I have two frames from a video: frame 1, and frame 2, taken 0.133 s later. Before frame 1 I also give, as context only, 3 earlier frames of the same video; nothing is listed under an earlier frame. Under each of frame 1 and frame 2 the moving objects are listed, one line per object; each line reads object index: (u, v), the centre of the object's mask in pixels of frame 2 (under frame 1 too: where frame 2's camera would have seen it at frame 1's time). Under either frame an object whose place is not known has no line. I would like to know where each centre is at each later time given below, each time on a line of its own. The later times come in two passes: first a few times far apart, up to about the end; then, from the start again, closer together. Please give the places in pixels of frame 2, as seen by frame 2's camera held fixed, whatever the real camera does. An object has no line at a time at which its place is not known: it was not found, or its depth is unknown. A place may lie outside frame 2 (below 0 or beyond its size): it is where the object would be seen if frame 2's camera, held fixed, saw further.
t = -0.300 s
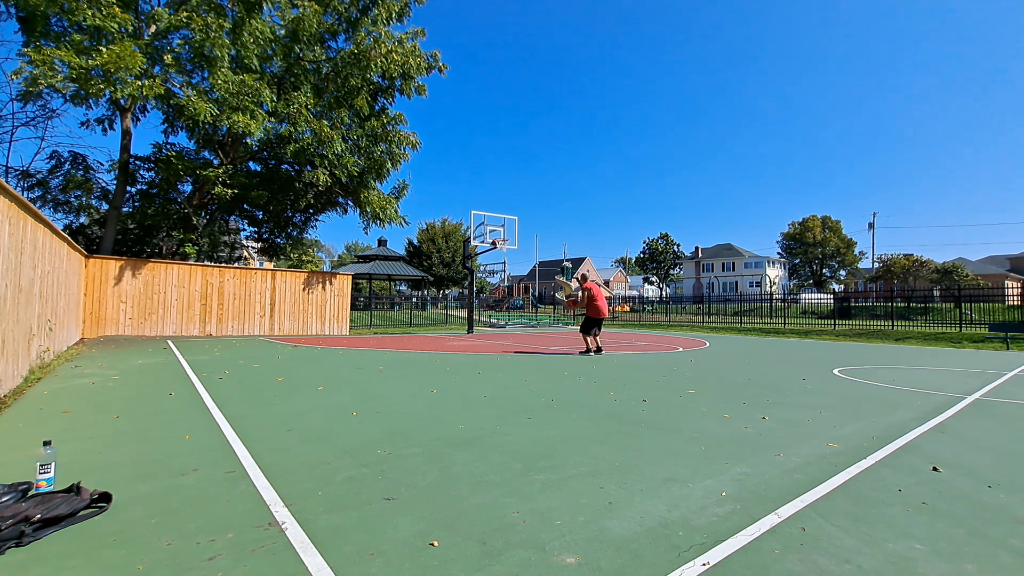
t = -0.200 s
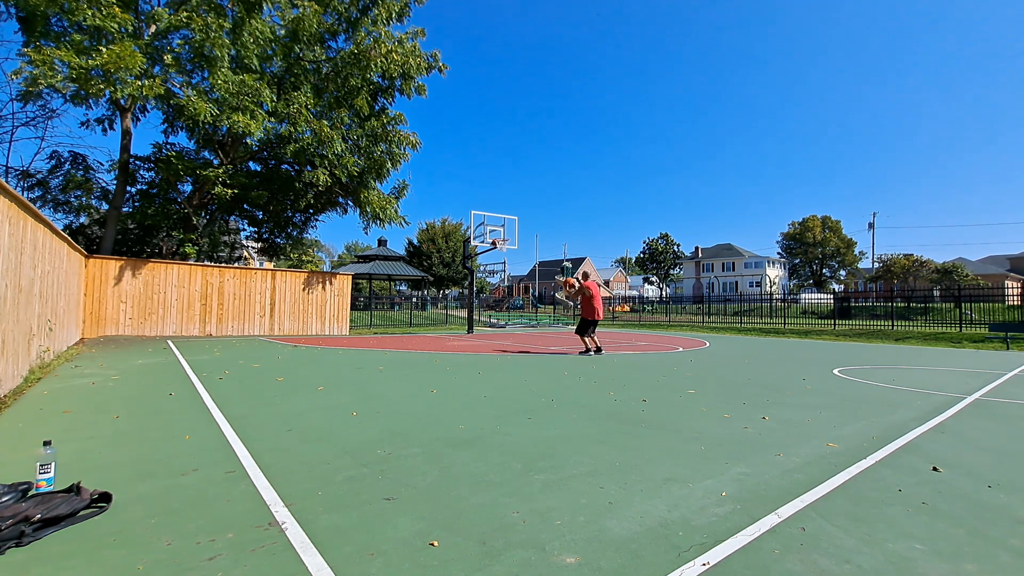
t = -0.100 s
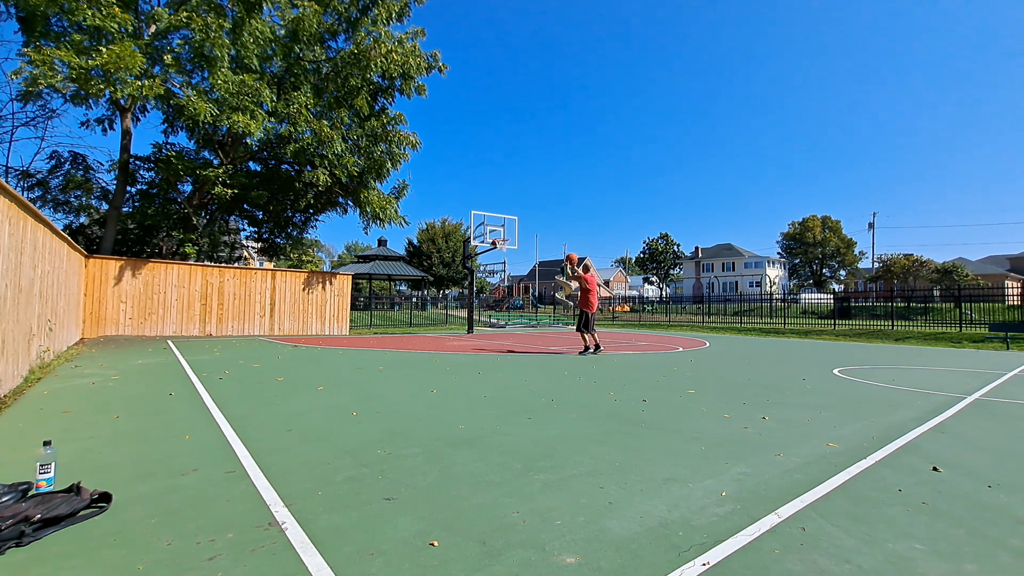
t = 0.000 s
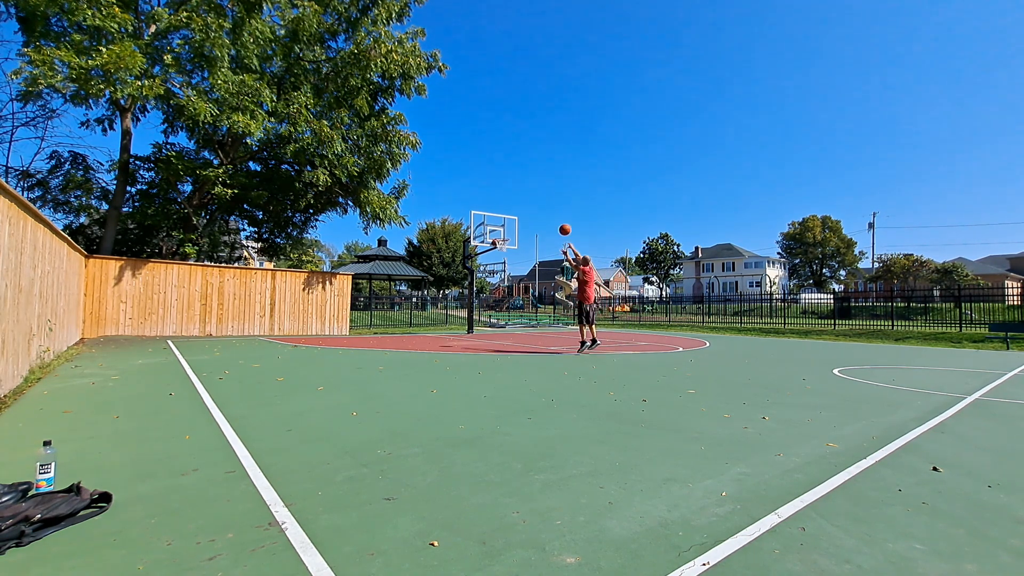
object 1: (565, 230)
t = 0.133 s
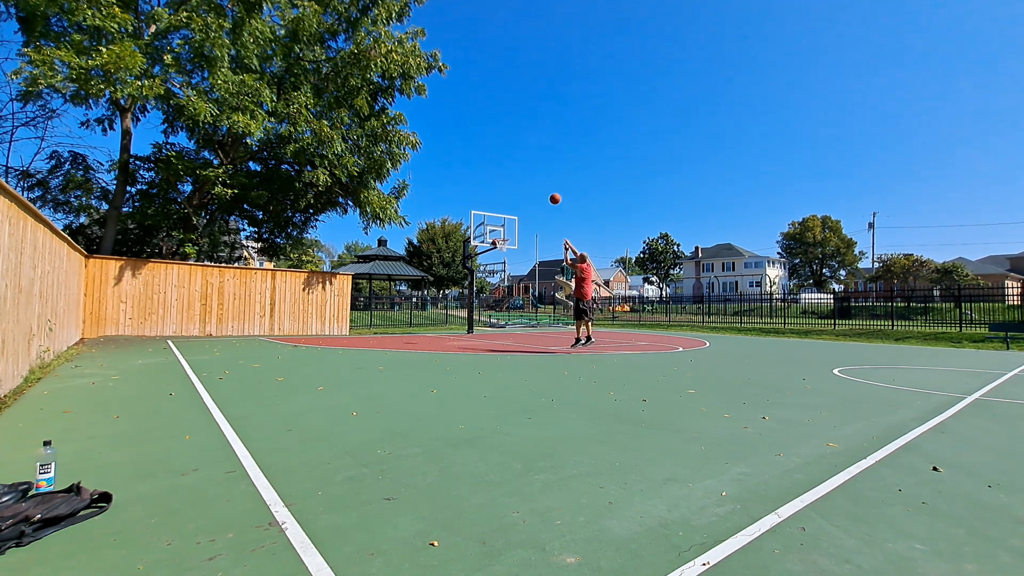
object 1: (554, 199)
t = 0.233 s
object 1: (548, 183)
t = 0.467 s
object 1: (534, 164)
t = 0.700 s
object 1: (523, 167)
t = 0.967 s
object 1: (512, 190)
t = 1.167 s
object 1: (504, 220)
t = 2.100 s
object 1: (526, 304)
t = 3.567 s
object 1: (590, 298)
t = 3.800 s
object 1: (601, 310)
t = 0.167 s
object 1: (552, 193)
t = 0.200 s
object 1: (550, 188)
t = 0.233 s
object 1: (548, 183)
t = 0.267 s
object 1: (546, 179)
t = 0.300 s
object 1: (544, 175)
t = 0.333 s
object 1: (542, 172)
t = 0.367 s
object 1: (540, 169)
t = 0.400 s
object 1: (538, 167)
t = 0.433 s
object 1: (536, 165)
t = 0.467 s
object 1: (534, 164)
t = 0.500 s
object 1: (533, 163)
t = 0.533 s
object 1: (531, 163)
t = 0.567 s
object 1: (529, 163)
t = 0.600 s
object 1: (528, 163)
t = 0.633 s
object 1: (526, 164)
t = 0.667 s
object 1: (525, 165)
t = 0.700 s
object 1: (523, 167)
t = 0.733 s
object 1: (522, 168)
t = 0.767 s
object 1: (520, 171)
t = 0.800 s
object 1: (519, 173)
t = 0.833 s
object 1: (517, 176)
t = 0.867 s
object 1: (516, 179)
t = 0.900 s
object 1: (514, 182)
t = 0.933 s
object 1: (513, 186)
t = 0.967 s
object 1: (512, 190)
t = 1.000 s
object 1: (510, 194)
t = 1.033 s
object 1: (509, 199)
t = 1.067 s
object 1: (508, 203)
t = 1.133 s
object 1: (506, 214)
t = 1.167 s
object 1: (504, 220)
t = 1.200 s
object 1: (503, 225)
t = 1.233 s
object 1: (502, 231)
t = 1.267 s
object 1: (501, 237)
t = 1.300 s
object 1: (501, 243)
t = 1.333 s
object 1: (501, 247)
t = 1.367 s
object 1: (502, 249)
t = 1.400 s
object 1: (503, 252)
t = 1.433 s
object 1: (504, 255)
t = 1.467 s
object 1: (505, 258)
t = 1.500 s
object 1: (506, 262)
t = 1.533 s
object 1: (507, 266)
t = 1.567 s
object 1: (508, 270)
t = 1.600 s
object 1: (509, 275)
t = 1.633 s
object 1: (510, 280)
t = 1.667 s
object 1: (511, 286)
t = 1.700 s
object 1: (512, 291)
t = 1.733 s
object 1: (513, 297)
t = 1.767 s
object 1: (515, 303)
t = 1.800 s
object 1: (515, 311)
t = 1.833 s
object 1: (516, 318)
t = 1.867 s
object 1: (517, 325)
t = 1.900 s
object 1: (518, 333)
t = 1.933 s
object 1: (519, 329)
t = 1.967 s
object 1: (520, 323)
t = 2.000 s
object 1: (522, 318)
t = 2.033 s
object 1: (523, 313)
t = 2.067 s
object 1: (524, 308)
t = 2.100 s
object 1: (526, 304)
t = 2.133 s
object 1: (527, 300)
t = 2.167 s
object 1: (528, 297)
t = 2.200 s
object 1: (530, 293)
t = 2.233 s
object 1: (531, 290)
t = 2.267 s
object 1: (532, 287)
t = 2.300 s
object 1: (533, 285)
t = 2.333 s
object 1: (535, 283)
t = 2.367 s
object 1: (537, 281)
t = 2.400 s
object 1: (538, 280)
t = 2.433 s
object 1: (539, 279)
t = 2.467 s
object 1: (541, 278)
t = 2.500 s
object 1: (542, 278)
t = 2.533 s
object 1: (544, 278)
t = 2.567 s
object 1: (545, 278)
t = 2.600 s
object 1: (547, 279)
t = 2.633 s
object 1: (548, 281)
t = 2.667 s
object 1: (549, 283)
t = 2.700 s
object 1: (551, 285)
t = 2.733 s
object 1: (553, 287)
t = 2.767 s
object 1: (554, 291)
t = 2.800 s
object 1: (555, 294)
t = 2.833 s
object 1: (558, 298)
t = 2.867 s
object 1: (558, 301)
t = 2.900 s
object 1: (559, 306)
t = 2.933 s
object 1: (561, 311)
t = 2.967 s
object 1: (563, 317)
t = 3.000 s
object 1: (565, 323)
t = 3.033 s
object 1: (566, 329)
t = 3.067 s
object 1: (567, 337)
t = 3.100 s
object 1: (568, 336)
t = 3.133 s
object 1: (570, 330)
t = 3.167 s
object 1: (572, 326)
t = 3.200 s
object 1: (573, 321)
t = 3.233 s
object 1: (575, 317)
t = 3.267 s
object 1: (576, 313)
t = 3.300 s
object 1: (578, 311)
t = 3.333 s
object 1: (579, 307)
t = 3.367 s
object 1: (580, 305)
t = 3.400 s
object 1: (582, 302)
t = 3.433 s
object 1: (584, 300)
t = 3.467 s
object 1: (585, 299)
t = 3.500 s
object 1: (587, 298)
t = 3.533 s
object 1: (588, 298)
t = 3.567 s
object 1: (590, 298)
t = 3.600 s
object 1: (591, 299)
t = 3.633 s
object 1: (593, 299)
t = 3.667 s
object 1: (594, 300)
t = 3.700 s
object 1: (597, 302)
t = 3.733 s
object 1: (598, 304)
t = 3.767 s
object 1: (599, 307)
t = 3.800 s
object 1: (601, 310)
